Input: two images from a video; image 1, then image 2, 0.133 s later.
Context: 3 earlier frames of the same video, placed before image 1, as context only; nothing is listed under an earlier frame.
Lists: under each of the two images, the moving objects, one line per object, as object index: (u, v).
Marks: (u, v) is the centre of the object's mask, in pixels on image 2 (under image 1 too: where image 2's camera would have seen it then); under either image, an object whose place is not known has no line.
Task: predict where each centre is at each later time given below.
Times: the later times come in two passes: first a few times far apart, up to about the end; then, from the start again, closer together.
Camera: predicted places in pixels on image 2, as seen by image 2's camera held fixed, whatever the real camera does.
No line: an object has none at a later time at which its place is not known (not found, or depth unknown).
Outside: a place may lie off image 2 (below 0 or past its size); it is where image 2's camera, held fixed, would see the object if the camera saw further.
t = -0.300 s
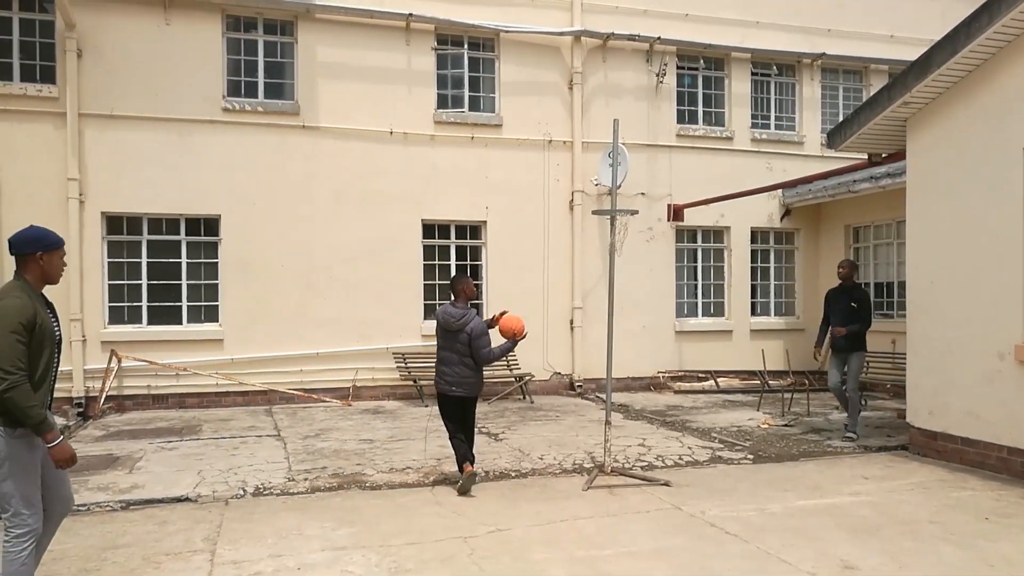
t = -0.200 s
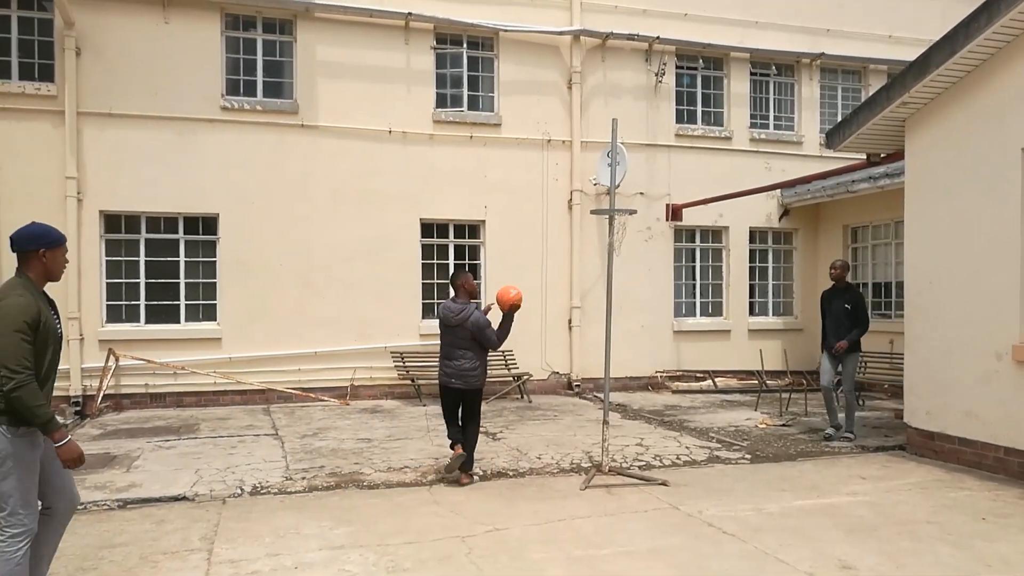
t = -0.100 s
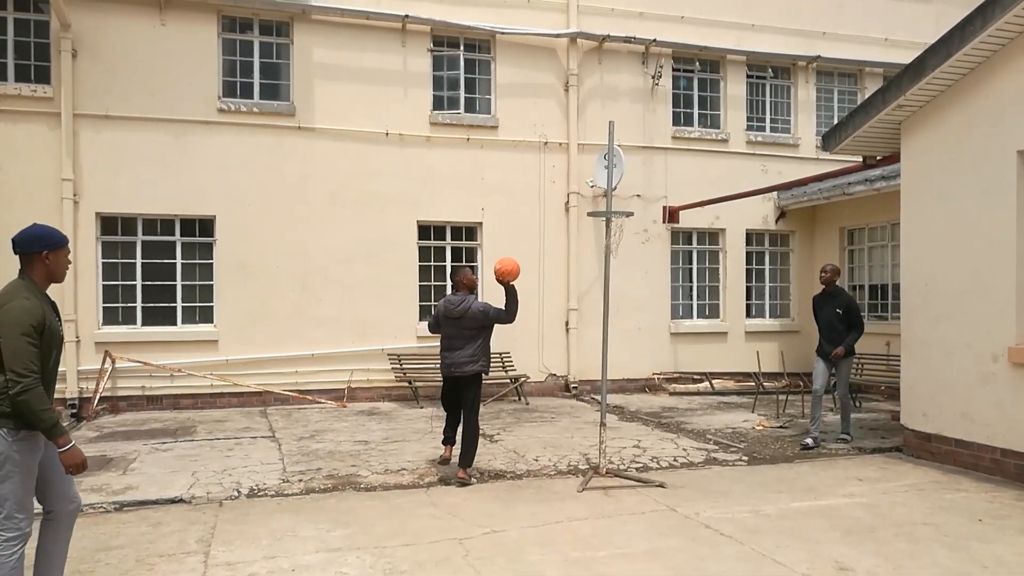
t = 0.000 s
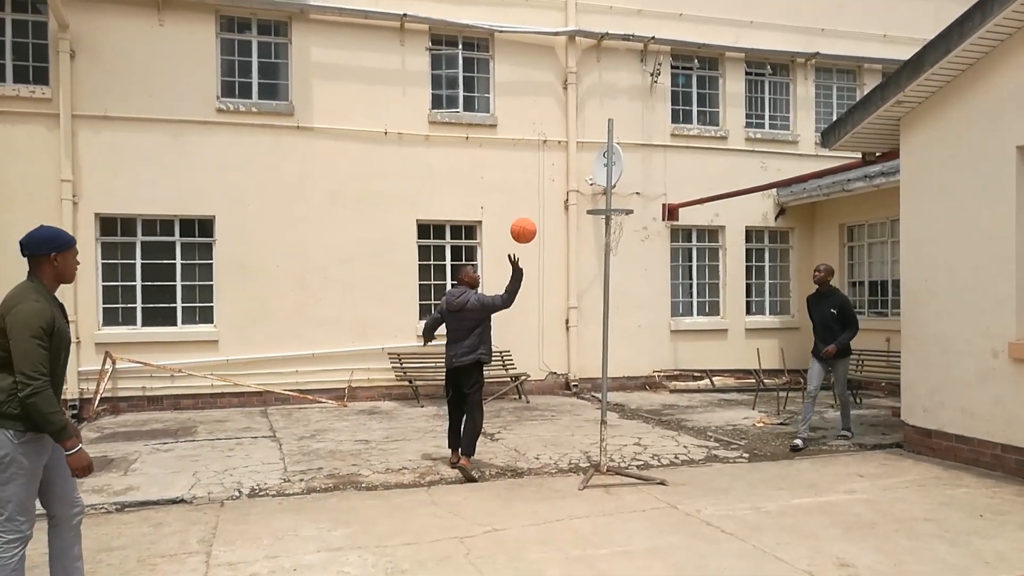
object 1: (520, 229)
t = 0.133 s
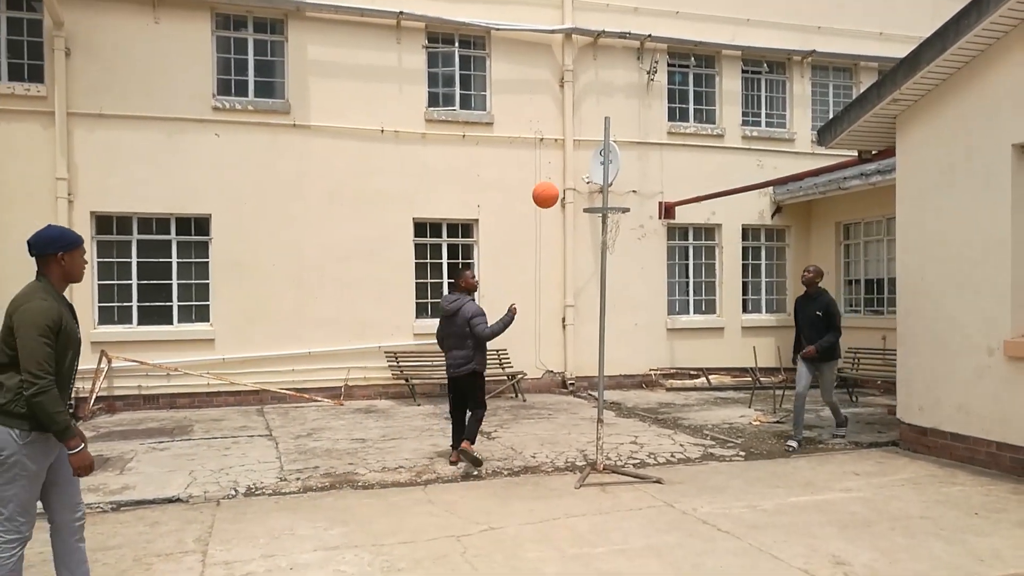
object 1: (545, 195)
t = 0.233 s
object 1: (565, 184)
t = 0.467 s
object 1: (605, 191)
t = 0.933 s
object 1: (656, 267)
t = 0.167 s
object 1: (552, 190)
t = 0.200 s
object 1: (558, 186)
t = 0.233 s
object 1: (565, 184)
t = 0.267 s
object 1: (571, 183)
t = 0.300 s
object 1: (577, 184)
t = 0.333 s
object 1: (583, 186)
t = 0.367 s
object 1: (591, 188)
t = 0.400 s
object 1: (596, 193)
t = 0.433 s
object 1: (601, 192)
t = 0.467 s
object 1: (605, 191)
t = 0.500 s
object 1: (609, 191)
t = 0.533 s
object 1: (613, 193)
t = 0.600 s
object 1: (623, 193)
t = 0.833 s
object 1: (645, 230)
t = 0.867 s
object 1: (649, 241)
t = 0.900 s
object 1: (653, 253)
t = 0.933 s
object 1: (656, 267)
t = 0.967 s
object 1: (659, 282)
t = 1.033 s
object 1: (668, 317)
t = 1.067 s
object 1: (672, 337)
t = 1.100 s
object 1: (677, 359)
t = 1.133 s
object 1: (681, 382)
